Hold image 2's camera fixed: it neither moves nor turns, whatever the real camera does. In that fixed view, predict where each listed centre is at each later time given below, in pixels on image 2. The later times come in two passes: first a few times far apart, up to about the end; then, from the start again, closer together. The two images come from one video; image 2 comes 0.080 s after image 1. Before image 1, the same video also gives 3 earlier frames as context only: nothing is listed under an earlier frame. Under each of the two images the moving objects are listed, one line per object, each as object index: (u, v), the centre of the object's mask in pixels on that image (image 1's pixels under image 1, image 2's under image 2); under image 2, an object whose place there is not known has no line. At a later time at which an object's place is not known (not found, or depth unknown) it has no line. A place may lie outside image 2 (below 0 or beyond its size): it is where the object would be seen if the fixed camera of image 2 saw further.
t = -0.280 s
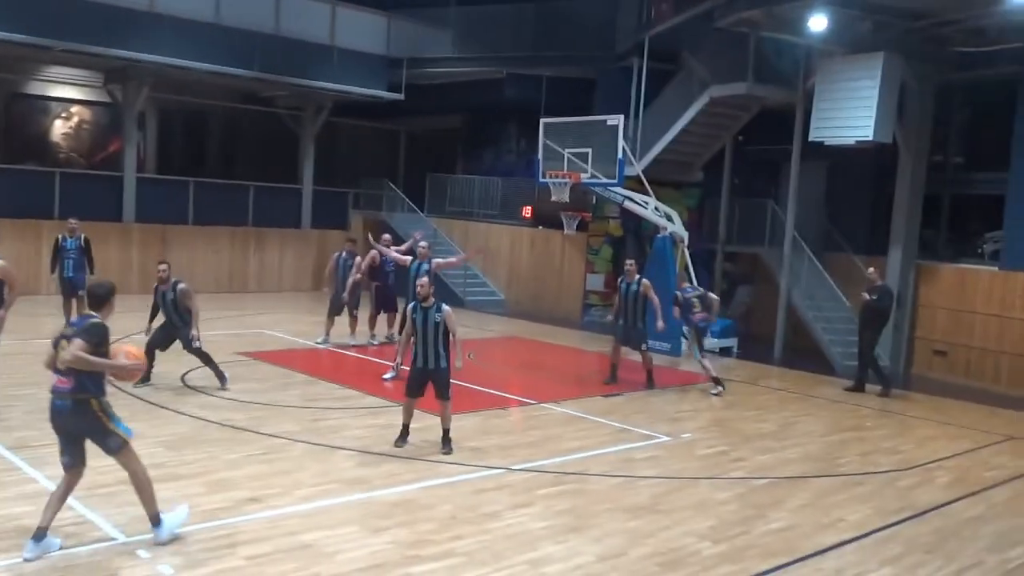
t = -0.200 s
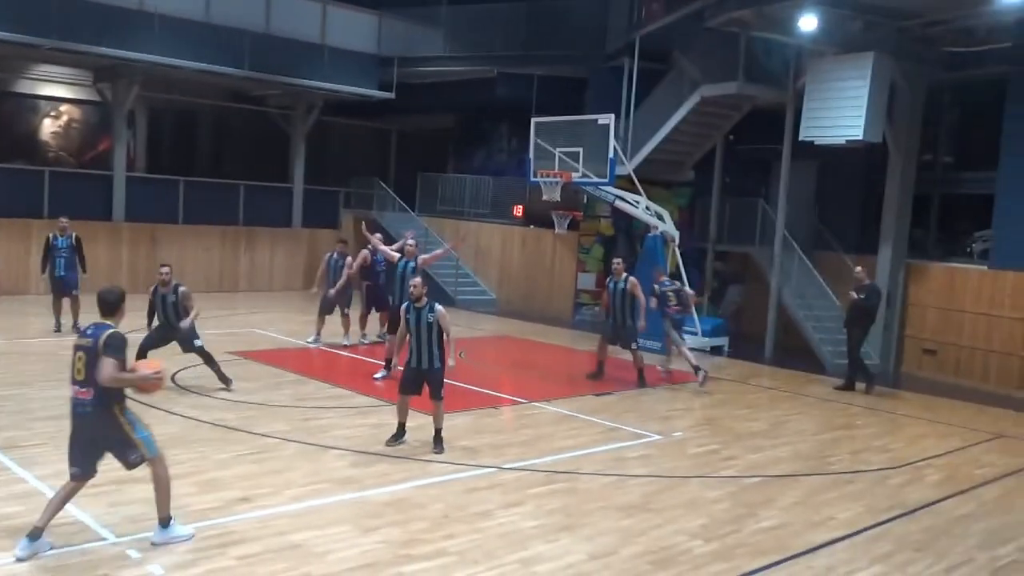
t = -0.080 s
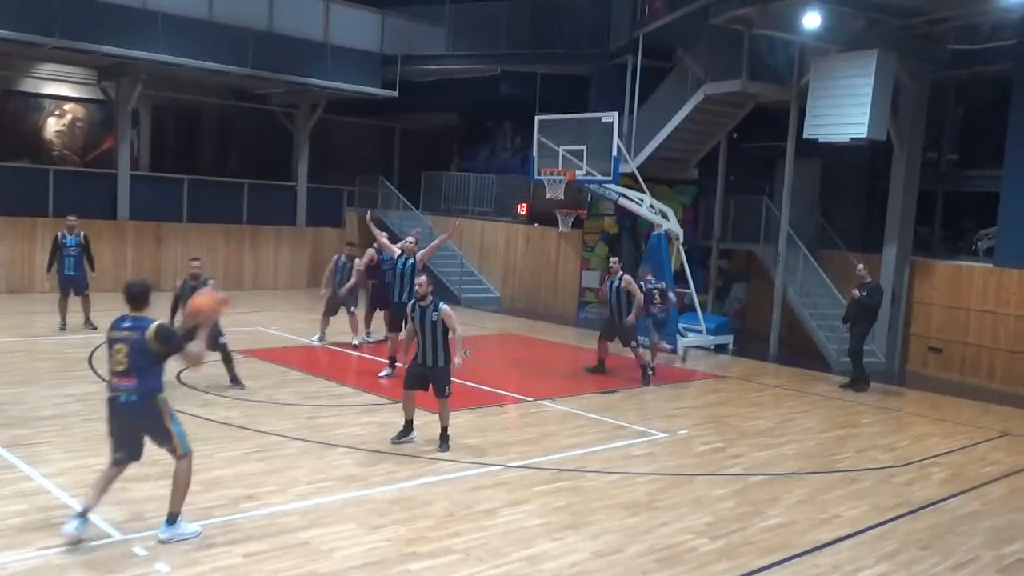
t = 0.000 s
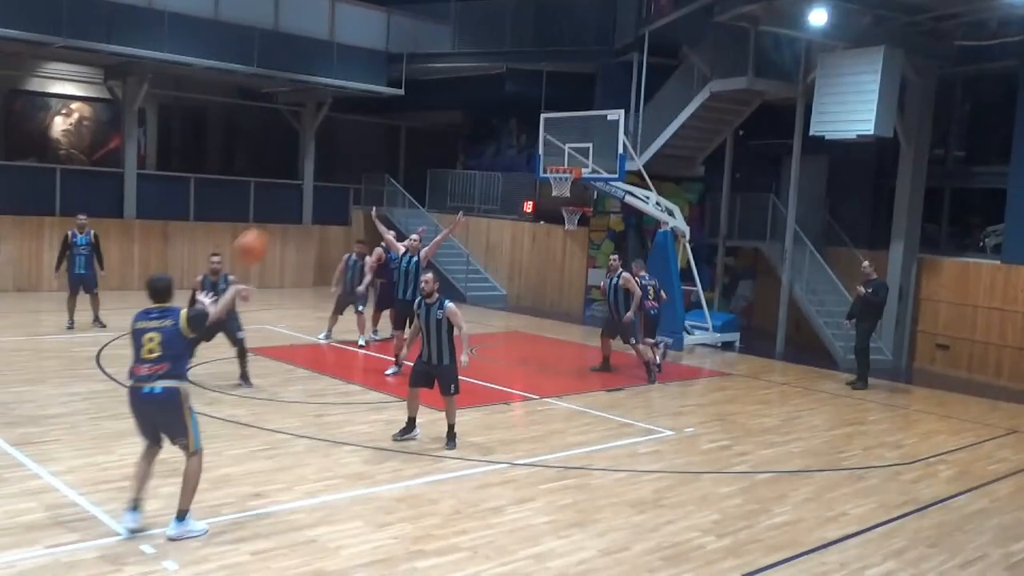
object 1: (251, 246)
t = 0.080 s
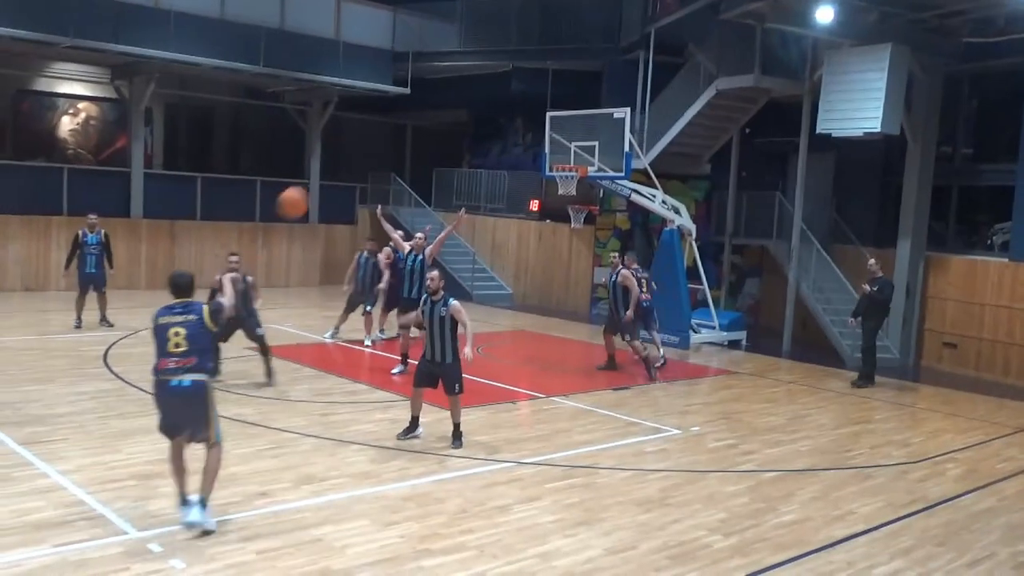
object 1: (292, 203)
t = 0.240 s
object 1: (351, 149)
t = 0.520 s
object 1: (416, 129)
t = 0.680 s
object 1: (441, 143)
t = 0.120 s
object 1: (309, 185)
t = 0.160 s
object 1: (325, 170)
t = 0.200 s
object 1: (338, 159)
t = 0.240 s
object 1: (351, 149)
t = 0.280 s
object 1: (362, 142)
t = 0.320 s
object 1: (373, 136)
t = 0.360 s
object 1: (382, 132)
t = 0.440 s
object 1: (400, 128)
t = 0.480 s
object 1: (408, 128)
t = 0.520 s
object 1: (416, 129)
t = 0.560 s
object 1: (423, 131)
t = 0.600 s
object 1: (429, 135)
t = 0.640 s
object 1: (435, 139)
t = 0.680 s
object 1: (441, 143)
